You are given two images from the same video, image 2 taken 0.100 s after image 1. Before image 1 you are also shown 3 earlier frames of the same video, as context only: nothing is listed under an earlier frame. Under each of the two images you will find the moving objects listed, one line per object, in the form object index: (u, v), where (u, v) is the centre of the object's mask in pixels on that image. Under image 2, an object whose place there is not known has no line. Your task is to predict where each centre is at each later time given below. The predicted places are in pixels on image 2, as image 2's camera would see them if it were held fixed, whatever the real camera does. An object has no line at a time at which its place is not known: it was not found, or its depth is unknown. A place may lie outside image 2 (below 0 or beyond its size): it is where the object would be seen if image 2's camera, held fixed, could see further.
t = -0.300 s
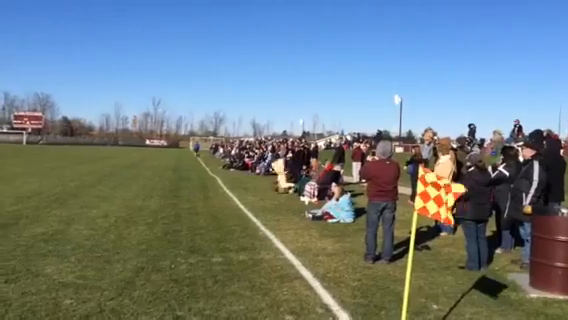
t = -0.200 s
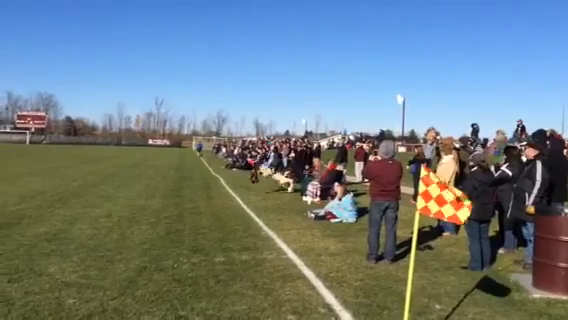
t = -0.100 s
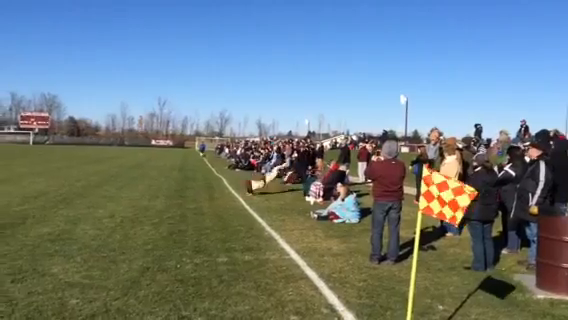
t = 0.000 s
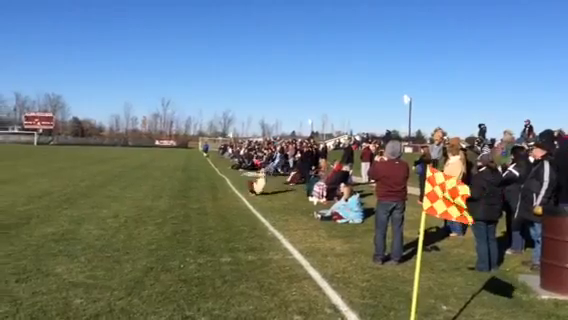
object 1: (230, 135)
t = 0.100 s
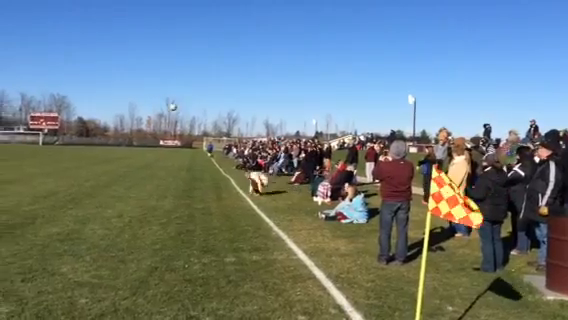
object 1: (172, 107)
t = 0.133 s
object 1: (151, 98)
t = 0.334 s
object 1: (15, 43)
